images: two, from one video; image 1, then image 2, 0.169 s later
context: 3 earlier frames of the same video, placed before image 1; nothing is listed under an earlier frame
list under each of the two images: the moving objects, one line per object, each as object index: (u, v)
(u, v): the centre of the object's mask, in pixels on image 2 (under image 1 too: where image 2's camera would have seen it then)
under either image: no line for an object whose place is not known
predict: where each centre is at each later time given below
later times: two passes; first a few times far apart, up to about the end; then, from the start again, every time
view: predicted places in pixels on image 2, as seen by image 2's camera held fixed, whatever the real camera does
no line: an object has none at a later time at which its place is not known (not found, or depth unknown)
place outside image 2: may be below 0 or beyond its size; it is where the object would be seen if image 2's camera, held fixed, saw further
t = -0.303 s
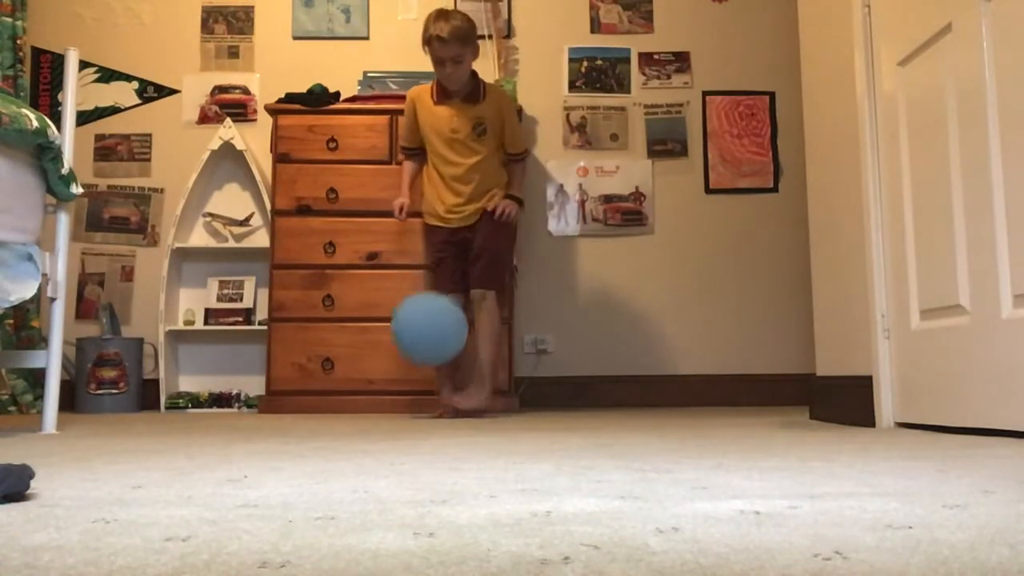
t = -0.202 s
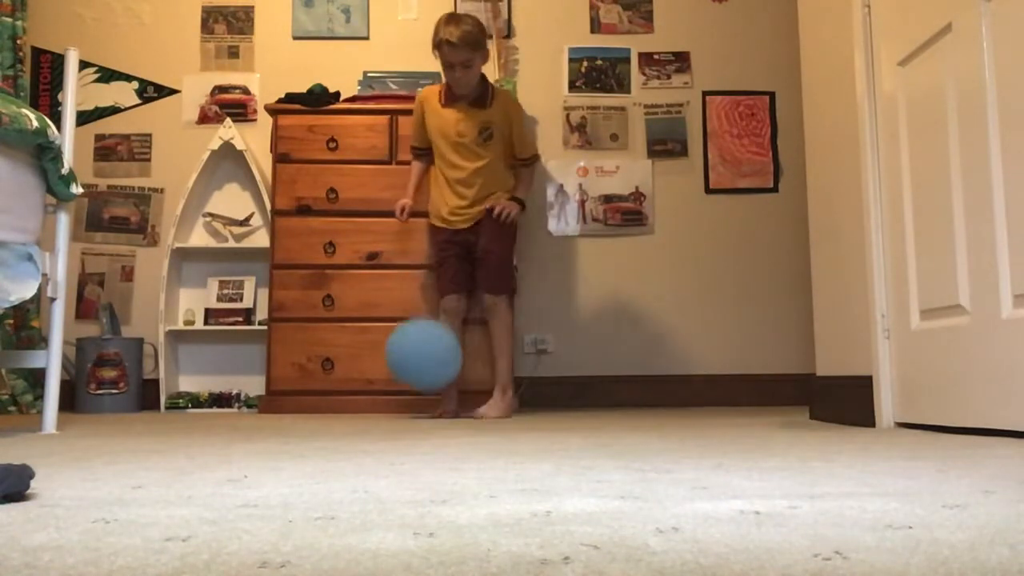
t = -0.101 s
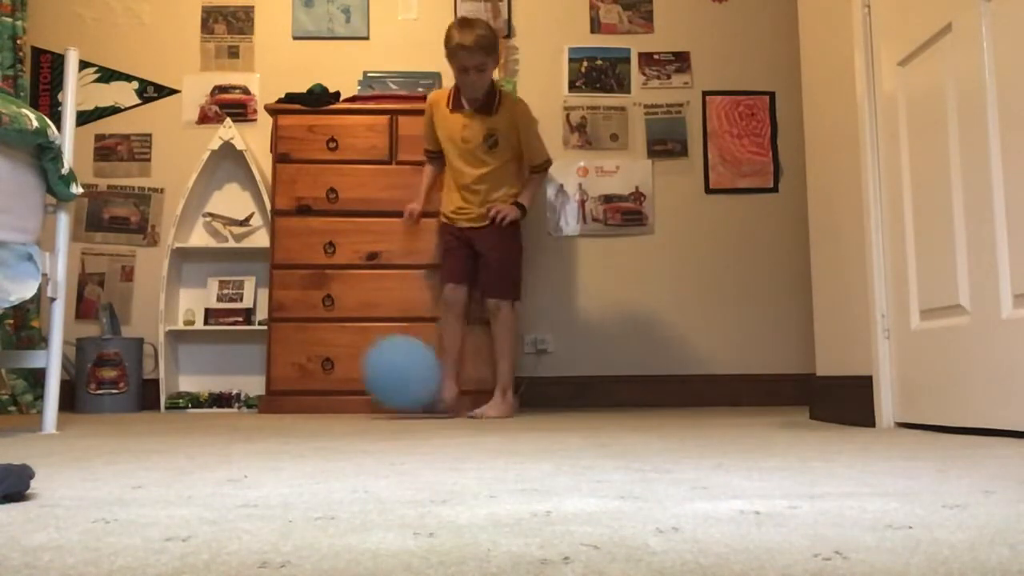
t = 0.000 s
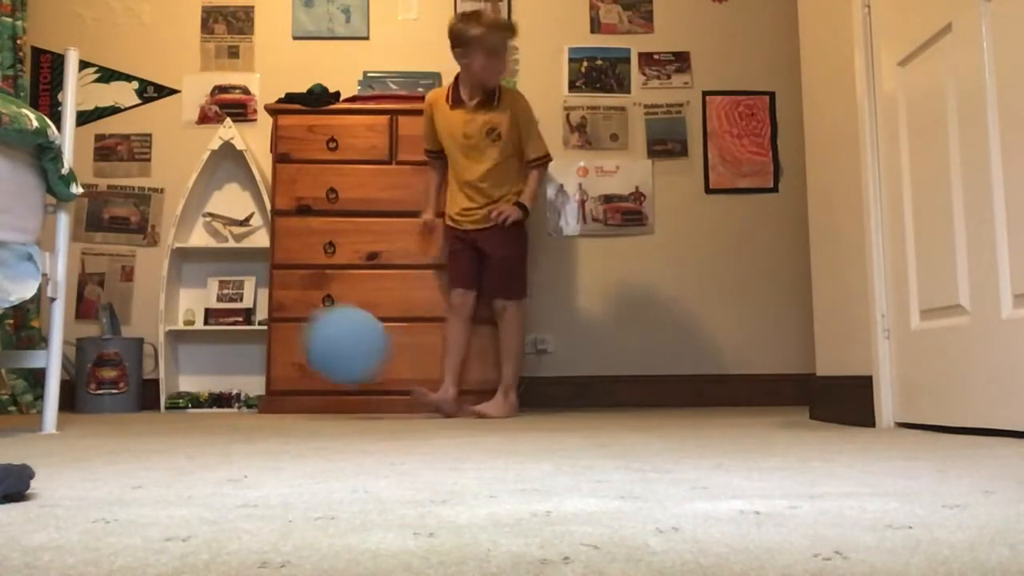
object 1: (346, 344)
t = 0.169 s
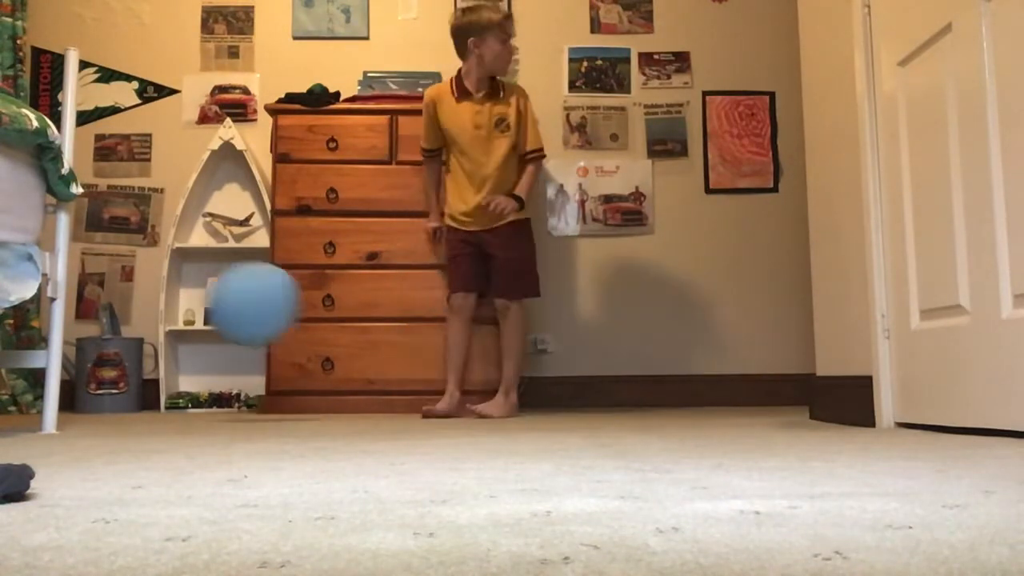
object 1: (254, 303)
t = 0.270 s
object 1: (200, 289)
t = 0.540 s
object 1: (107, 304)
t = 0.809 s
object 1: (62, 364)
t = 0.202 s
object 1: (235, 297)
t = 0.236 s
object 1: (217, 293)
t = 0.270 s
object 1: (200, 289)
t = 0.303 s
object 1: (186, 288)
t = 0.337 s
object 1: (172, 287)
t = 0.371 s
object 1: (157, 288)
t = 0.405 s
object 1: (144, 290)
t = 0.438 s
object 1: (132, 293)
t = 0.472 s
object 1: (122, 296)
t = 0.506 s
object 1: (113, 300)
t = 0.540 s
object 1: (107, 304)
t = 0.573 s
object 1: (102, 312)
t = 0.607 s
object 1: (98, 317)
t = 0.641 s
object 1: (94, 325)
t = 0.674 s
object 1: (81, 331)
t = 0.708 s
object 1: (77, 336)
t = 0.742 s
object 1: (73, 342)
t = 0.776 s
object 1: (63, 354)
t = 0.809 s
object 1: (62, 364)
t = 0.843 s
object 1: (44, 376)
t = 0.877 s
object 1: (44, 379)
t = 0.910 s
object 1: (42, 368)
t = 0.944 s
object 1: (40, 350)
